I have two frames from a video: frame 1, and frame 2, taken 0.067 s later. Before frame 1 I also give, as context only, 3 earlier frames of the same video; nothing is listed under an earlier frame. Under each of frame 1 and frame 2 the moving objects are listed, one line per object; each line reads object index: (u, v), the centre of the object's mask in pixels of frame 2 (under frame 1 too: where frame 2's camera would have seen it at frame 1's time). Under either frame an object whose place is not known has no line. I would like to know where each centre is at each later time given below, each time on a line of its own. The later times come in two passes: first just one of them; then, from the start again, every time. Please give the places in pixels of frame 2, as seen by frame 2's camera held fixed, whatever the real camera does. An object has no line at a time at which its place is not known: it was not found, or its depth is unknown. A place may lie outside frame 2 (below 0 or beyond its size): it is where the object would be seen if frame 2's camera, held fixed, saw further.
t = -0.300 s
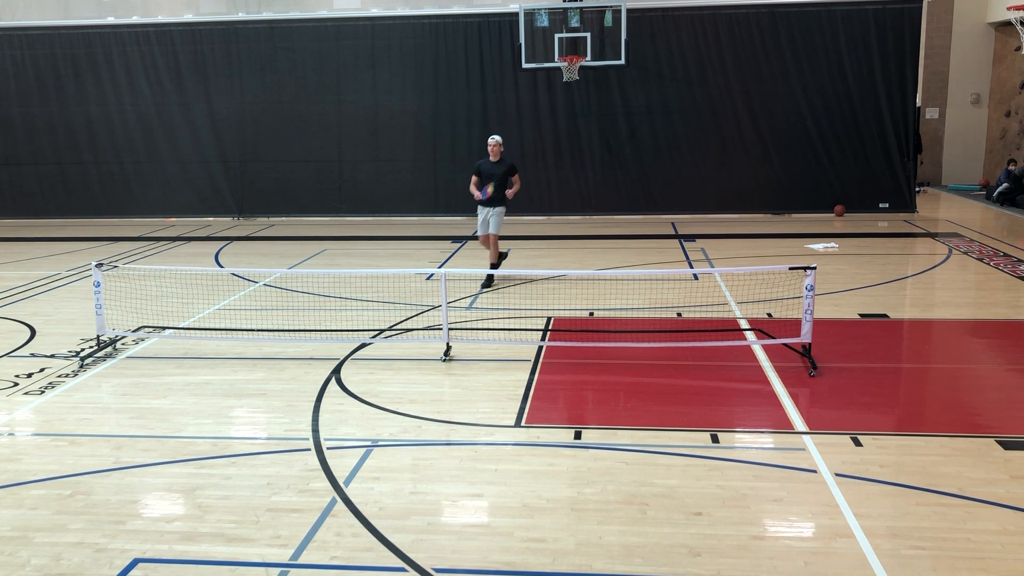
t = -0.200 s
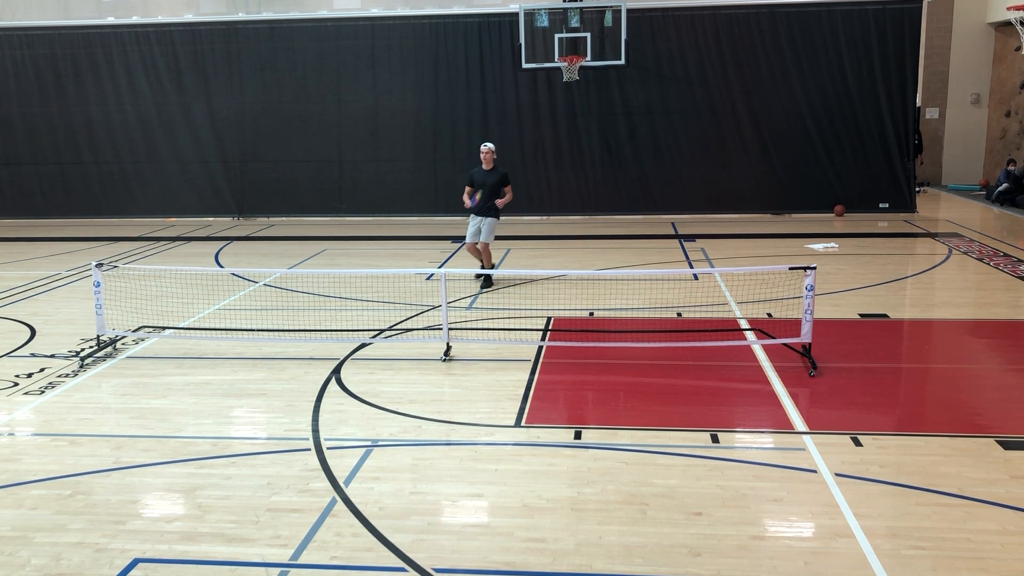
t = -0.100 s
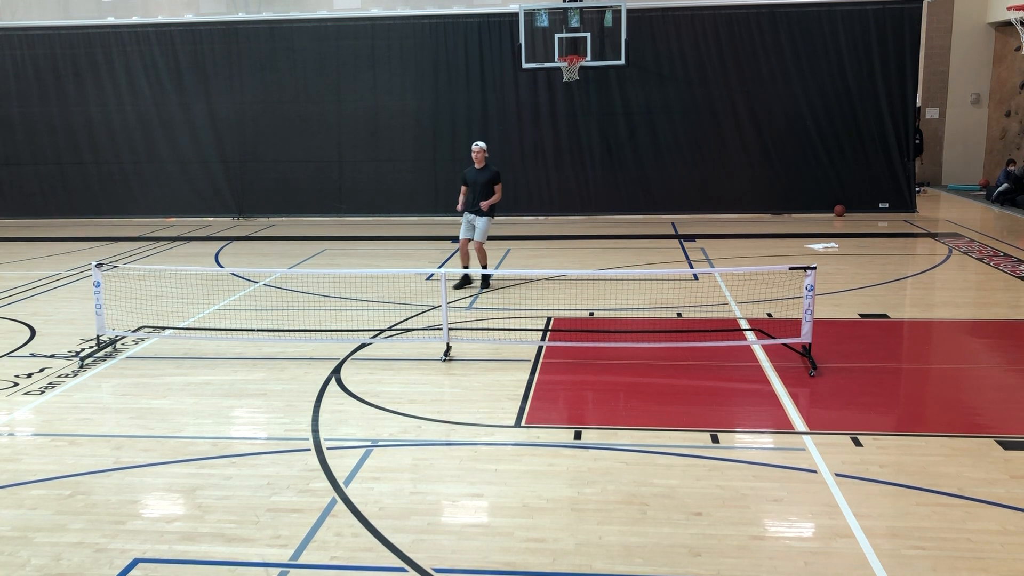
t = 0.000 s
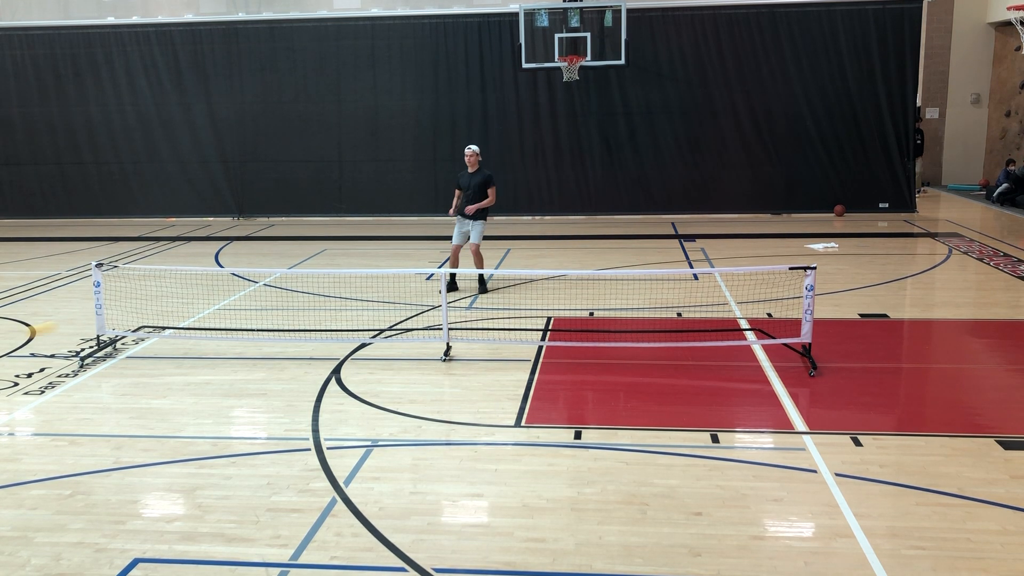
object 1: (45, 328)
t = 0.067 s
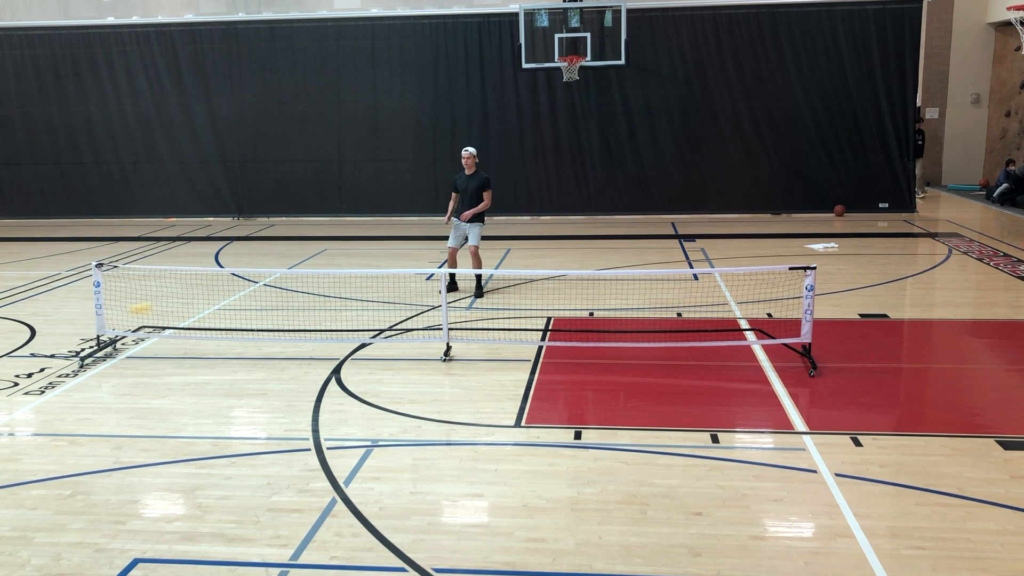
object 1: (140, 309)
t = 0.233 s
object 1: (304, 296)
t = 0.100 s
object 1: (181, 302)
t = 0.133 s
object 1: (217, 298)
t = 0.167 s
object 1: (250, 296)
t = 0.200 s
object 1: (278, 295)
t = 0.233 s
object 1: (304, 296)
